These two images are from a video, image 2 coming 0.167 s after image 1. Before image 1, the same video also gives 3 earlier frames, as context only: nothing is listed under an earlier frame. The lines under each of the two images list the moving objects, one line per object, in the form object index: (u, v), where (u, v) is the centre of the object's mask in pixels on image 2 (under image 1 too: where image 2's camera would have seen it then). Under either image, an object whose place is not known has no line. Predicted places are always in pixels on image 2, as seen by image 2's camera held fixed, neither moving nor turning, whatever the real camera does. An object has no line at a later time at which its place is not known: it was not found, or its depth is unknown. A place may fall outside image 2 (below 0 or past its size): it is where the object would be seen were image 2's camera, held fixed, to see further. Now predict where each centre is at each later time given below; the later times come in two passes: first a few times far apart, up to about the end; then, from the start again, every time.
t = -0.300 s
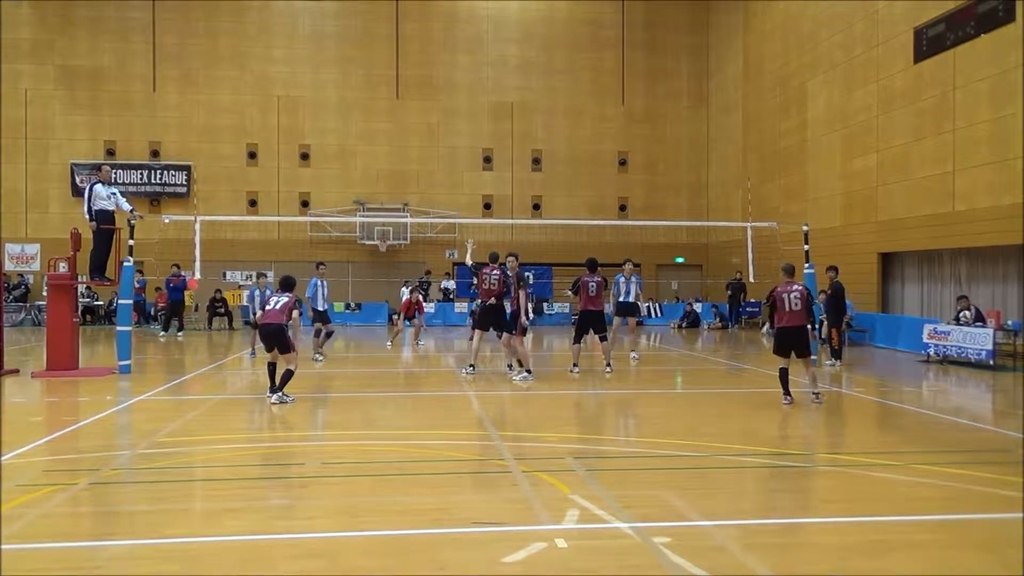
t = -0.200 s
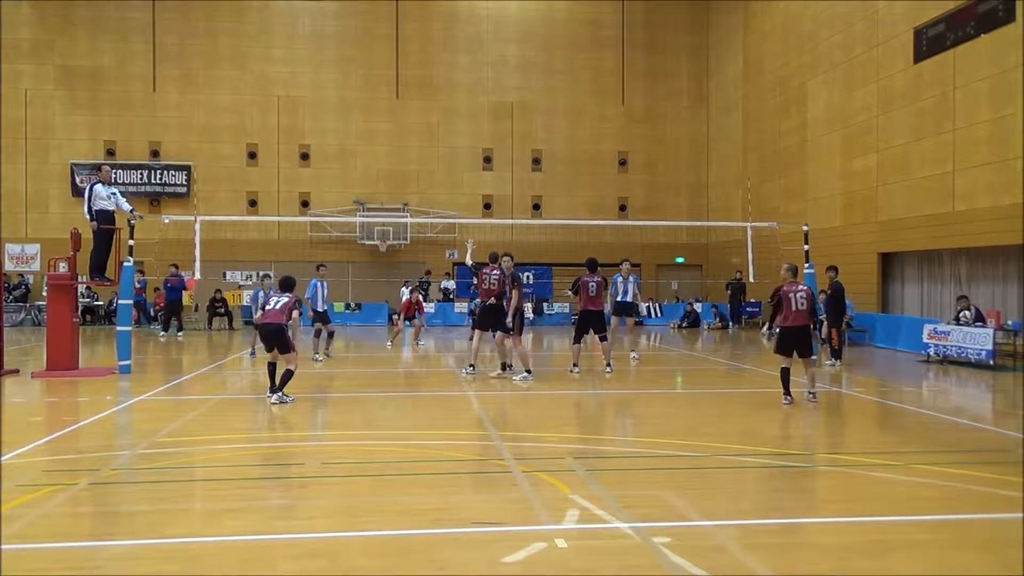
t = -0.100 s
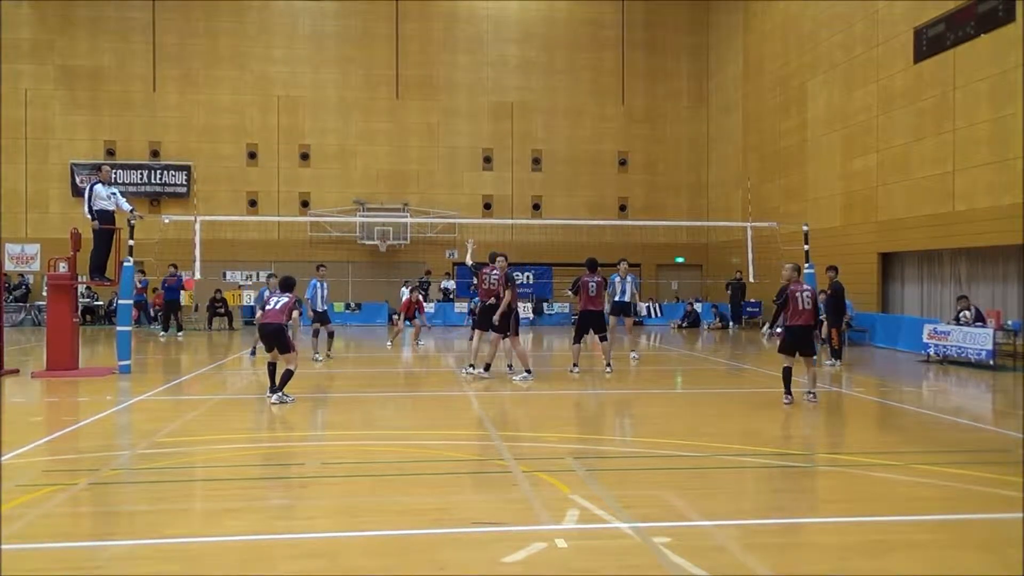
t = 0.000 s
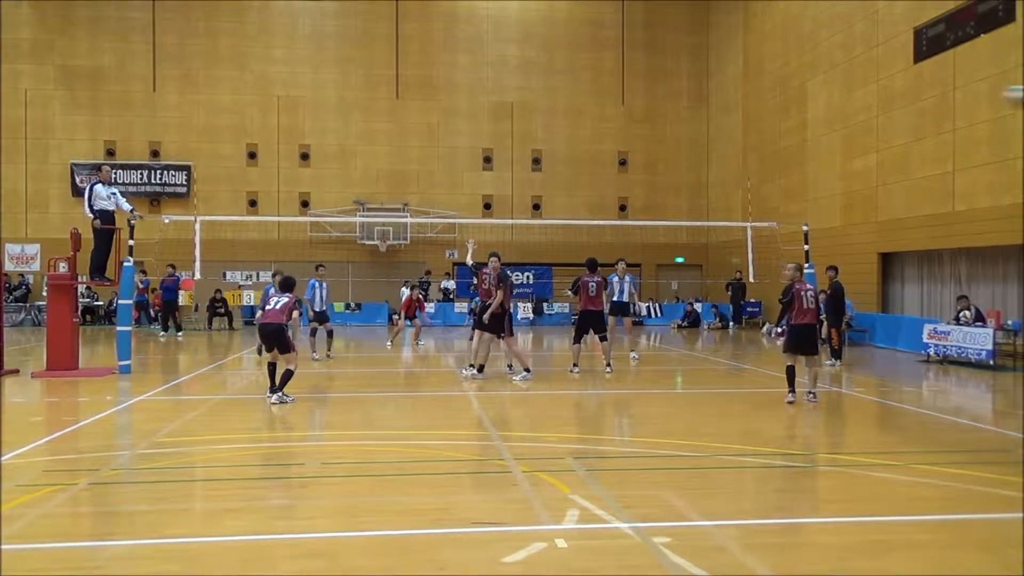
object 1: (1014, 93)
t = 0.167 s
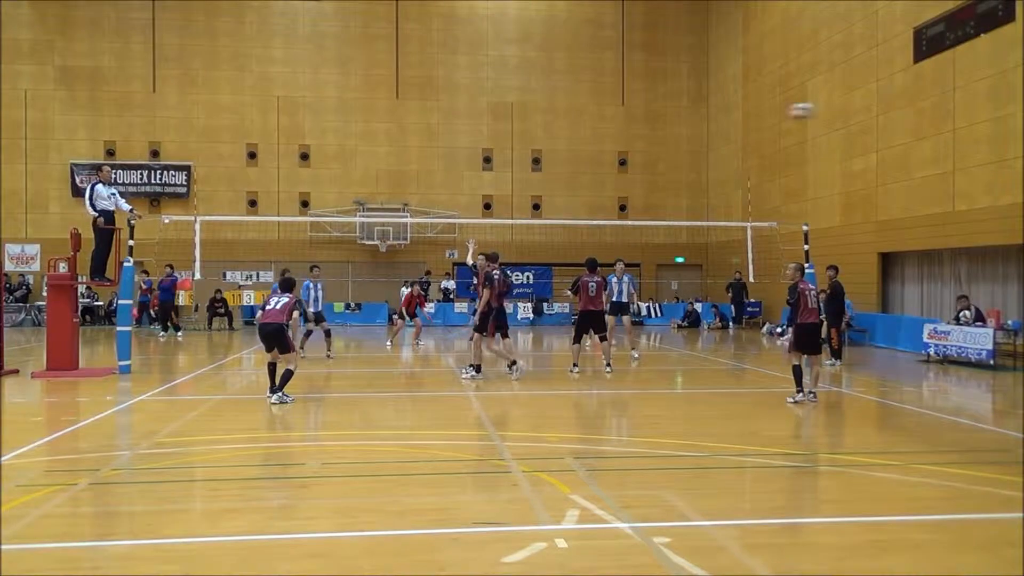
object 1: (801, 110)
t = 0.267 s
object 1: (715, 124)
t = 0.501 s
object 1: (582, 171)
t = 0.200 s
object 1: (768, 114)
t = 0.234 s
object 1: (740, 119)
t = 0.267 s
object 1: (715, 124)
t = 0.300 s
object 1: (691, 129)
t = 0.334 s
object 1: (669, 137)
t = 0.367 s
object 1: (649, 144)
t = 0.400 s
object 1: (631, 150)
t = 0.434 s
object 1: (614, 157)
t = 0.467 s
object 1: (598, 164)
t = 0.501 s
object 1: (582, 171)
